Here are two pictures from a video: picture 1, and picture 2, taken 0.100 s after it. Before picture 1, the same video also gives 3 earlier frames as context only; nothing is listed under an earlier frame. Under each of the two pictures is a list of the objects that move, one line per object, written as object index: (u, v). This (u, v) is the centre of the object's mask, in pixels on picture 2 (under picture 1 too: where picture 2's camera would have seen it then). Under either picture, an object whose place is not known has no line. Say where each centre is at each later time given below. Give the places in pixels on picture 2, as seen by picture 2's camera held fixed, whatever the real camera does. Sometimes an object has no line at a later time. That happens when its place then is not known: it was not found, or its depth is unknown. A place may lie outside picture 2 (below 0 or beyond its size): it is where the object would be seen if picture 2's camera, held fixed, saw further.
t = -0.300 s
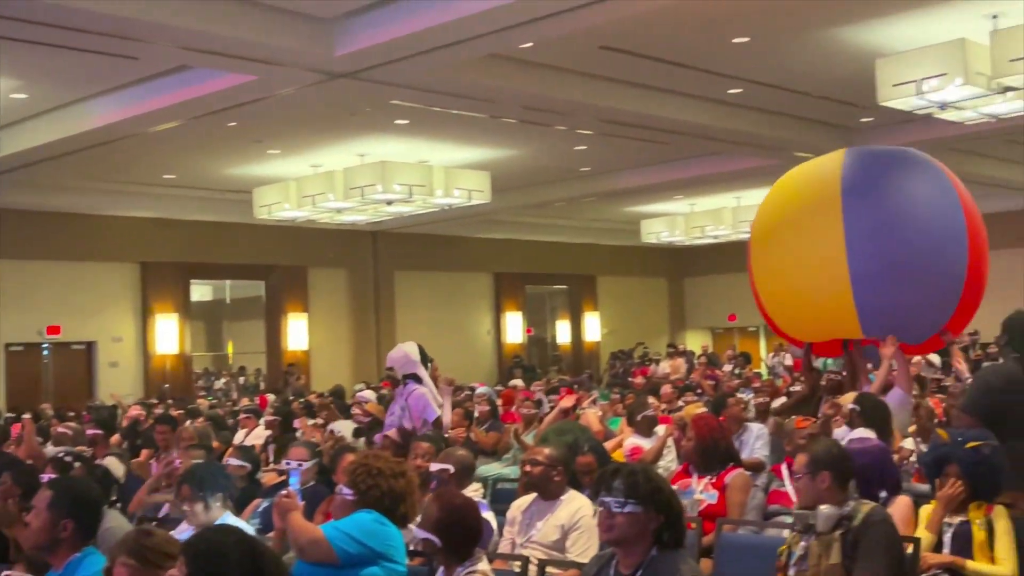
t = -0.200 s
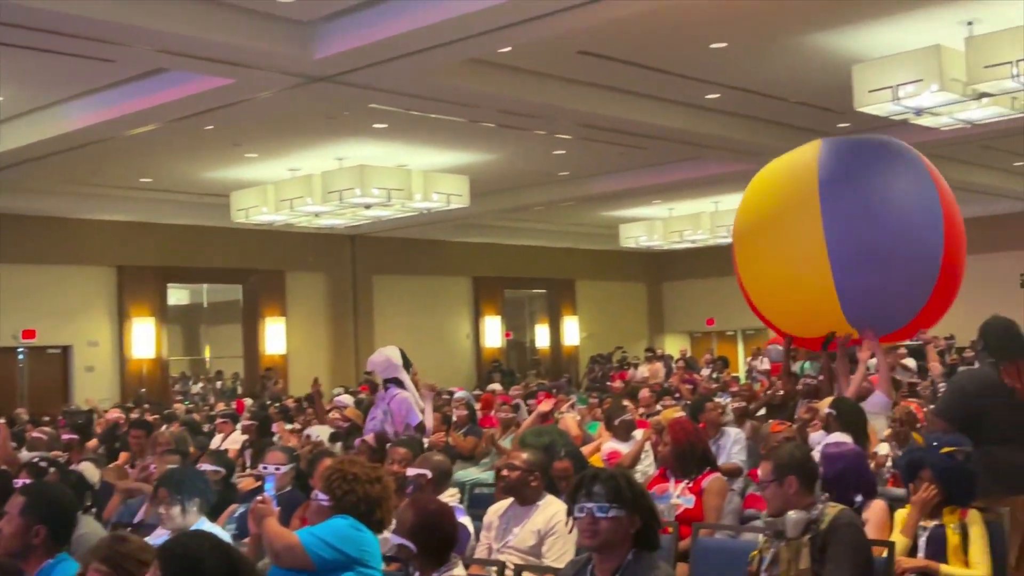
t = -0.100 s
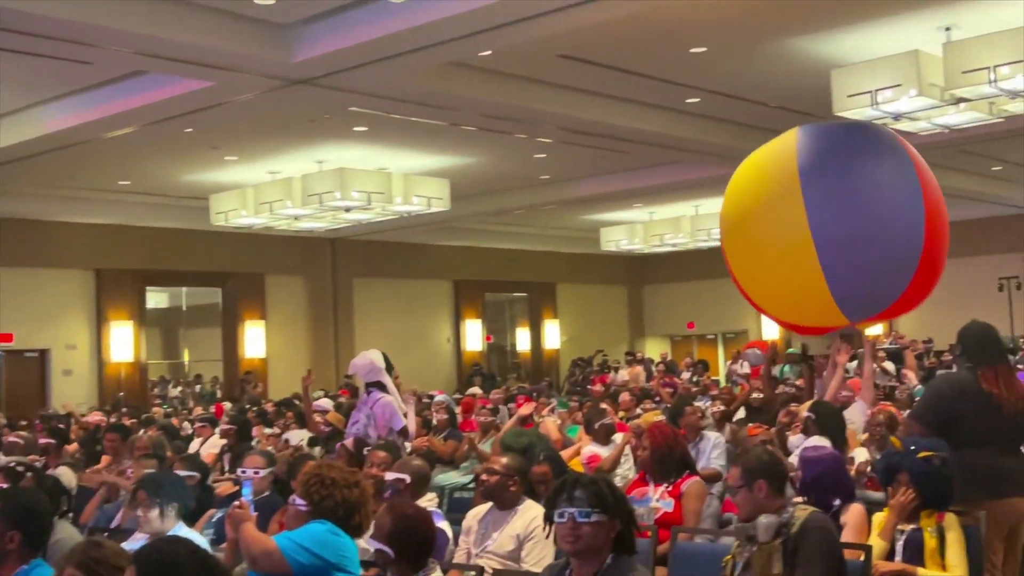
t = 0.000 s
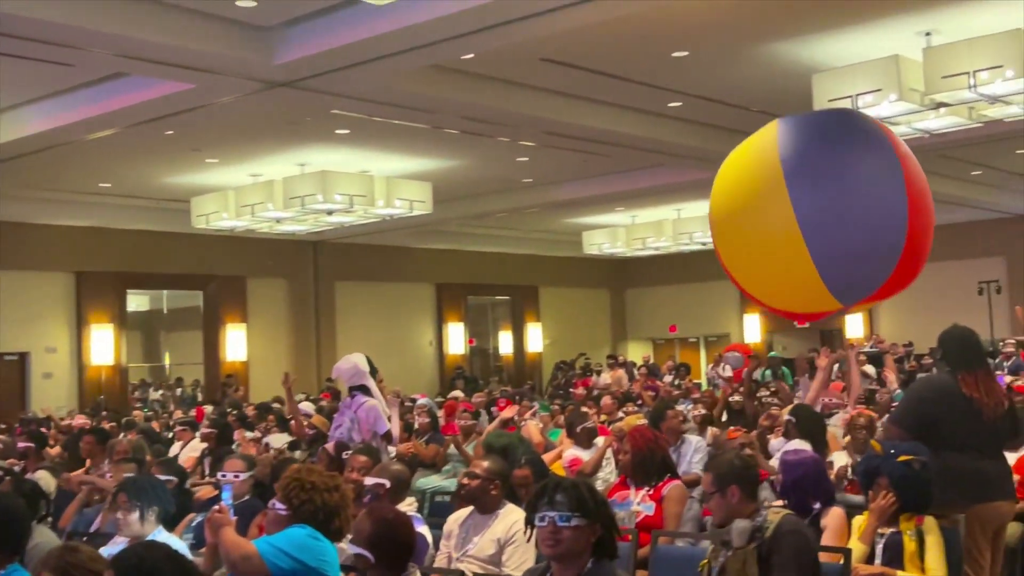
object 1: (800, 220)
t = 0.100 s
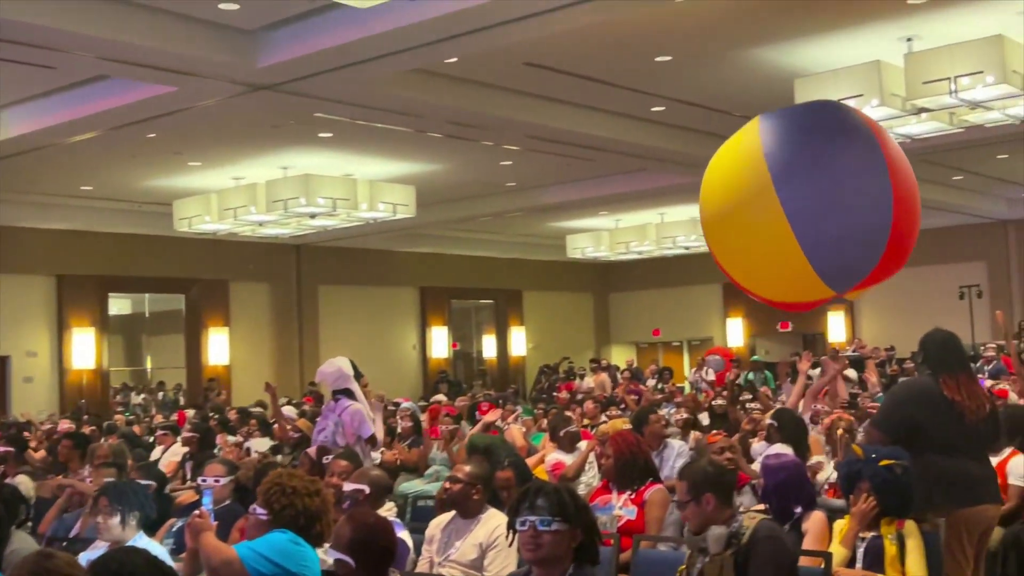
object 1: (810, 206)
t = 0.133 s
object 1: (812, 202)
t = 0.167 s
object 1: (816, 198)
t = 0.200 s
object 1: (818, 195)
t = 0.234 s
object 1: (821, 192)
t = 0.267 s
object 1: (824, 189)
